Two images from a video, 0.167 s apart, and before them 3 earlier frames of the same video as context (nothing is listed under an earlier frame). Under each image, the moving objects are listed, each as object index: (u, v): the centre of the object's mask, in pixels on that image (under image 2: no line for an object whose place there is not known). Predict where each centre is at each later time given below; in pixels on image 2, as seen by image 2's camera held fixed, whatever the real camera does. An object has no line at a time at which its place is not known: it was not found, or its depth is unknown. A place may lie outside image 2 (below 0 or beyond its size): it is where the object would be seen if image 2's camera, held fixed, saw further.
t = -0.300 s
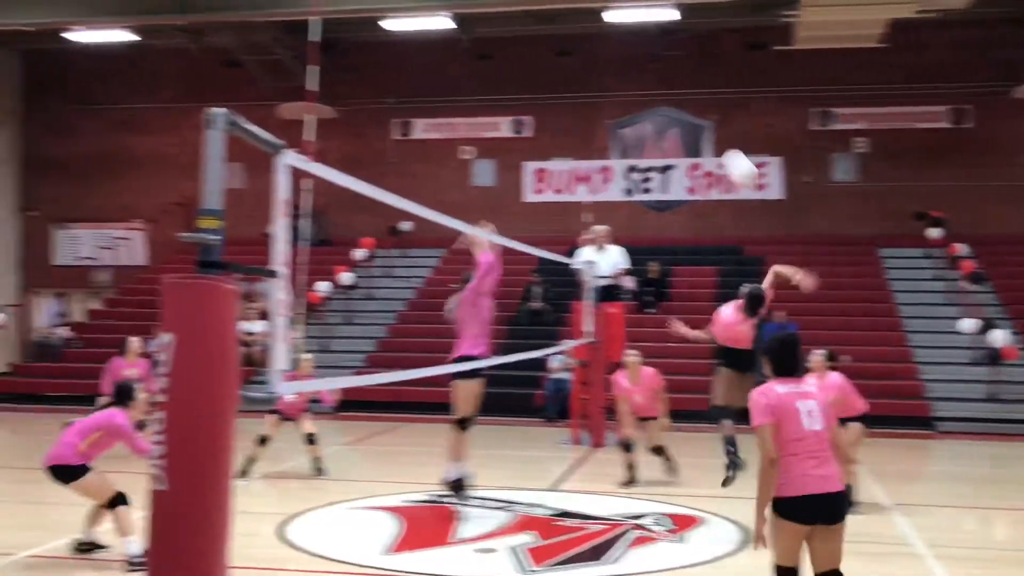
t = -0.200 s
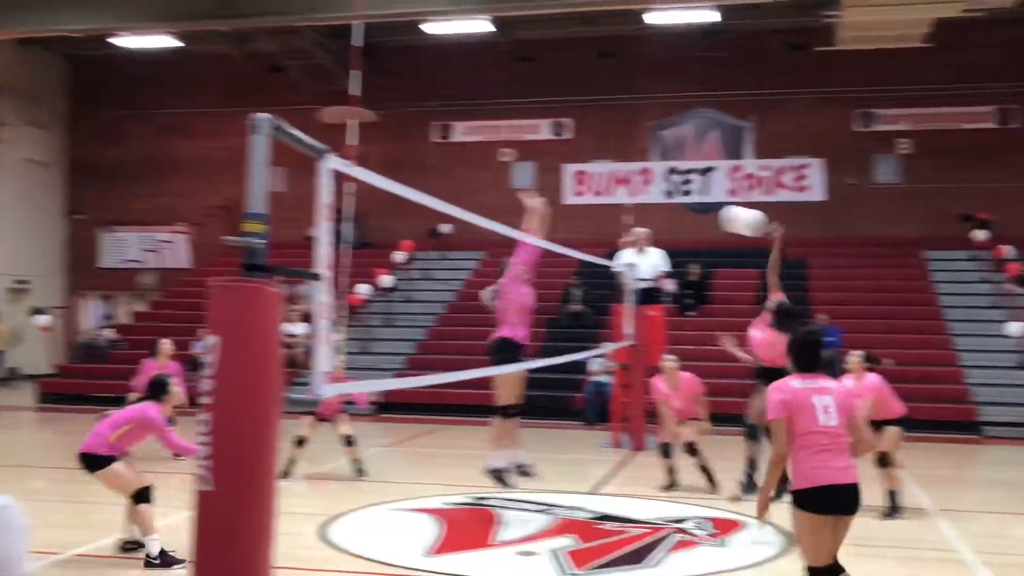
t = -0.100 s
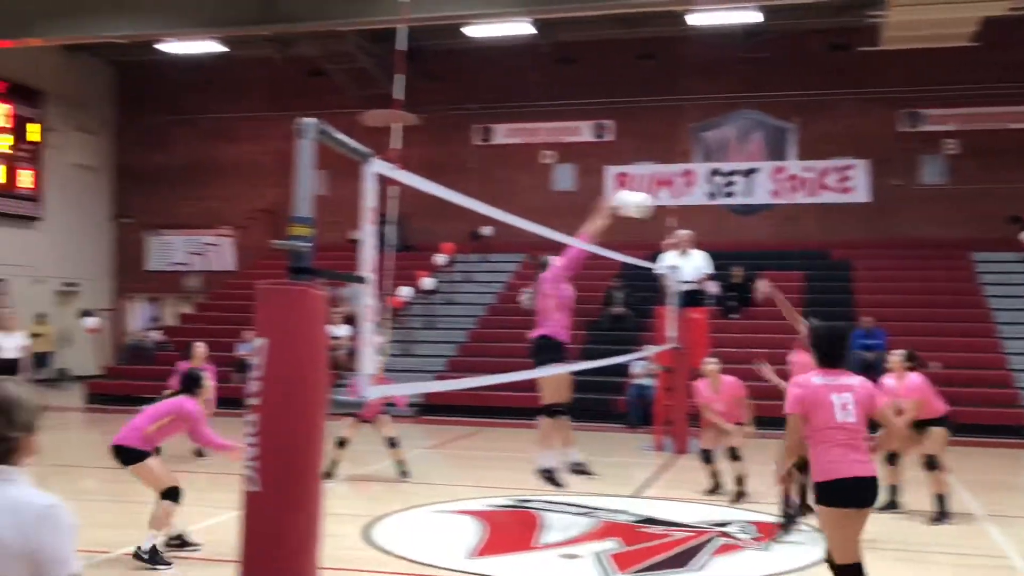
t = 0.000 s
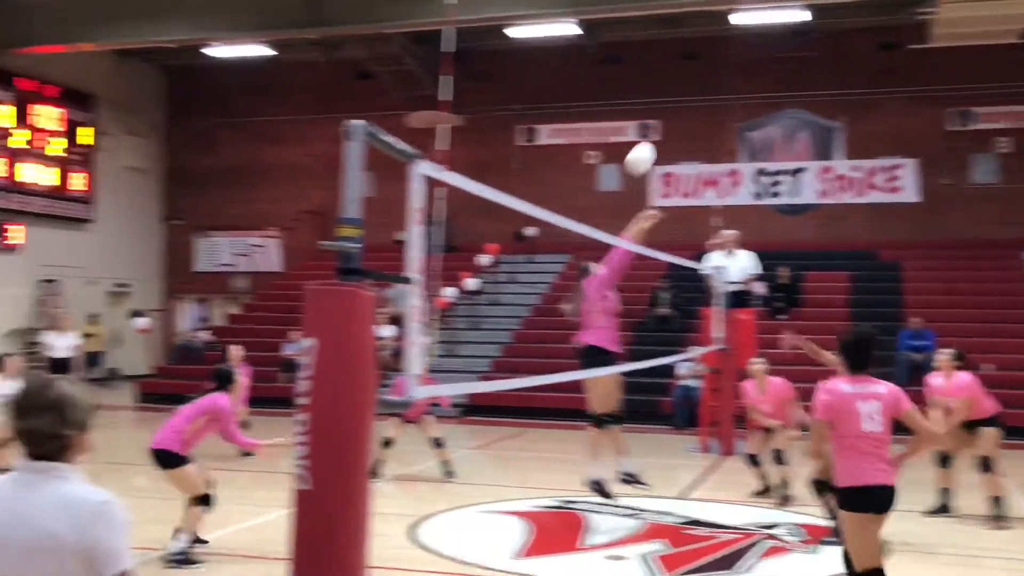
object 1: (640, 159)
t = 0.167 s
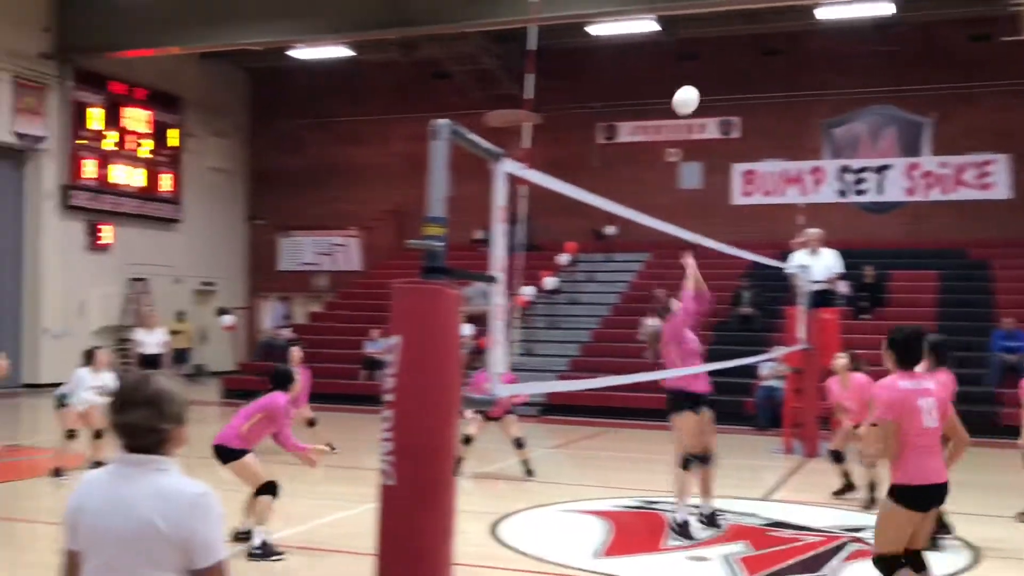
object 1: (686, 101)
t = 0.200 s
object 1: (680, 94)
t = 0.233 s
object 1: (675, 88)
